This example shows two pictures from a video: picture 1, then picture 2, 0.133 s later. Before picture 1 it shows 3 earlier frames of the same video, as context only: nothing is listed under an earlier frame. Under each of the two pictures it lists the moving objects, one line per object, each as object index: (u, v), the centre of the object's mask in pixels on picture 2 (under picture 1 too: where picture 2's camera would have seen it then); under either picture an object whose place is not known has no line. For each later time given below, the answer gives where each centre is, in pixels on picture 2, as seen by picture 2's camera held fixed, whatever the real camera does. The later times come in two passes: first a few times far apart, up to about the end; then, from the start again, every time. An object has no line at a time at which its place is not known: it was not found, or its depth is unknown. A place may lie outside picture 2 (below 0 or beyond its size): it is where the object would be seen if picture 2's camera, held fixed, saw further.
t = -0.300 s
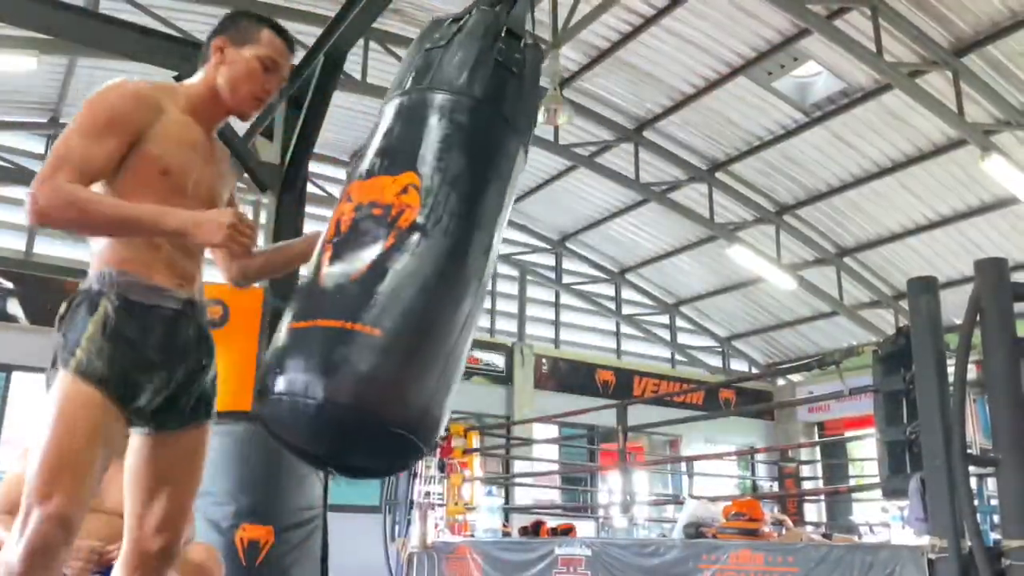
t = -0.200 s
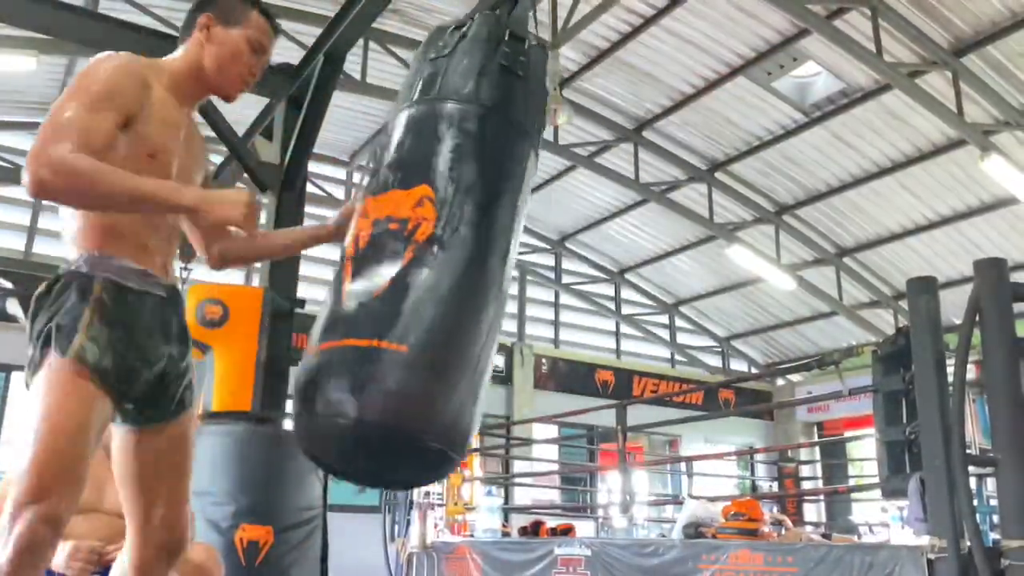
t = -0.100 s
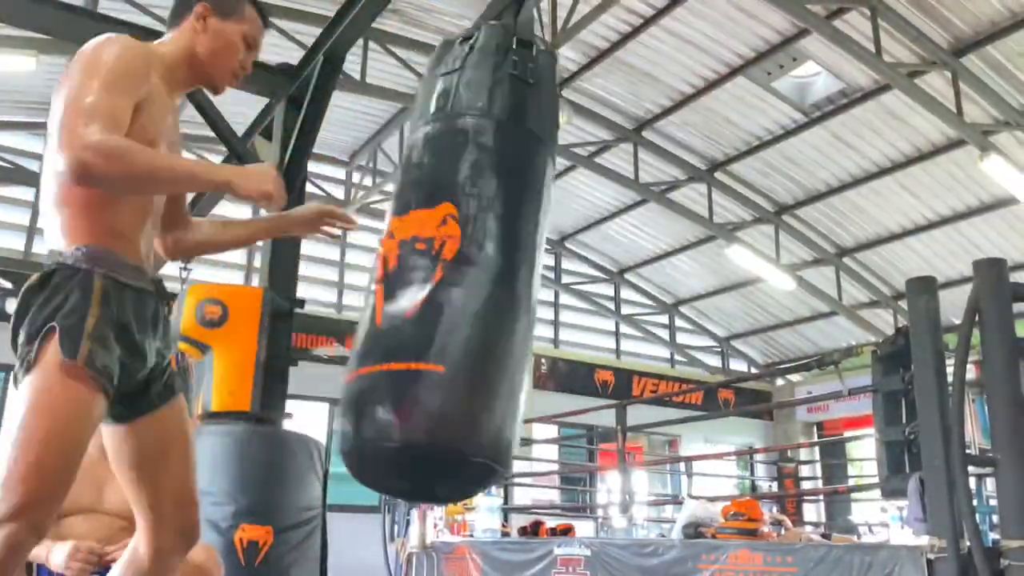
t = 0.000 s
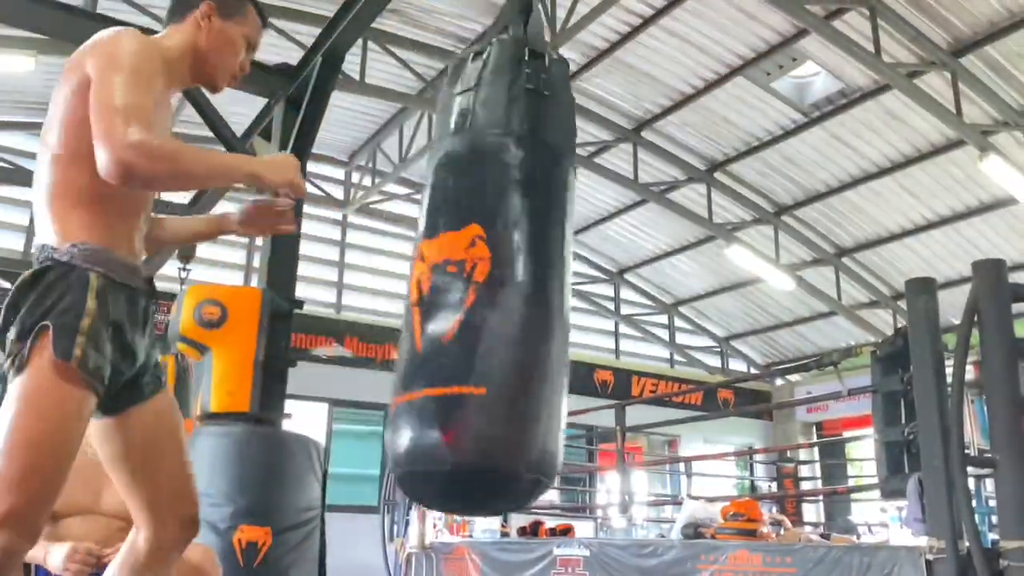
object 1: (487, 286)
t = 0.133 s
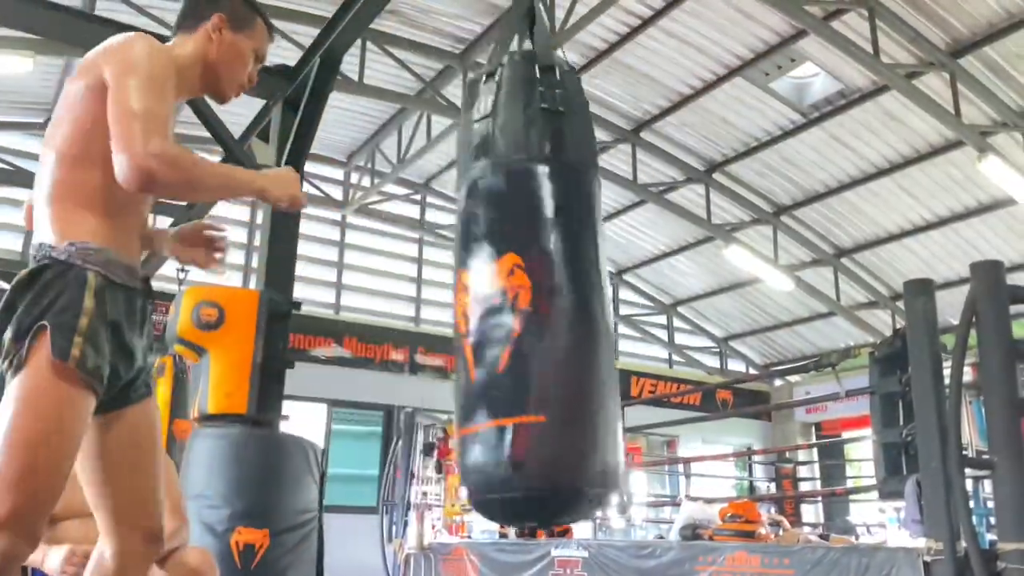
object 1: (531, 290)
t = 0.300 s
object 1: (577, 287)
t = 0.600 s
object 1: (619, 273)
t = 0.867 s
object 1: (611, 272)
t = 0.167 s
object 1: (541, 287)
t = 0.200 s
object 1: (551, 288)
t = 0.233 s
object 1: (560, 289)
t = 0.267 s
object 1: (569, 290)
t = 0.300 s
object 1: (577, 287)
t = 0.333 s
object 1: (585, 286)
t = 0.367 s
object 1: (591, 284)
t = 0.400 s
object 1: (597, 284)
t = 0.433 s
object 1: (603, 281)
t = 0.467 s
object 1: (608, 281)
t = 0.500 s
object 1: (612, 278)
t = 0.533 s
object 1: (615, 276)
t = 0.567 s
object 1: (617, 274)
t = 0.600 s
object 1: (619, 273)
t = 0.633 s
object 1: (620, 272)
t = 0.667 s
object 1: (620, 271)
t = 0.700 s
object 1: (620, 270)
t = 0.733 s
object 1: (619, 269)
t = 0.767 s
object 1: (617, 267)
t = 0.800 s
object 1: (617, 270)
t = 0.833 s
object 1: (614, 271)
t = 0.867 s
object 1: (611, 272)
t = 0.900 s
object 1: (607, 272)
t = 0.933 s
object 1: (603, 274)
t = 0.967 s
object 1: (598, 276)
